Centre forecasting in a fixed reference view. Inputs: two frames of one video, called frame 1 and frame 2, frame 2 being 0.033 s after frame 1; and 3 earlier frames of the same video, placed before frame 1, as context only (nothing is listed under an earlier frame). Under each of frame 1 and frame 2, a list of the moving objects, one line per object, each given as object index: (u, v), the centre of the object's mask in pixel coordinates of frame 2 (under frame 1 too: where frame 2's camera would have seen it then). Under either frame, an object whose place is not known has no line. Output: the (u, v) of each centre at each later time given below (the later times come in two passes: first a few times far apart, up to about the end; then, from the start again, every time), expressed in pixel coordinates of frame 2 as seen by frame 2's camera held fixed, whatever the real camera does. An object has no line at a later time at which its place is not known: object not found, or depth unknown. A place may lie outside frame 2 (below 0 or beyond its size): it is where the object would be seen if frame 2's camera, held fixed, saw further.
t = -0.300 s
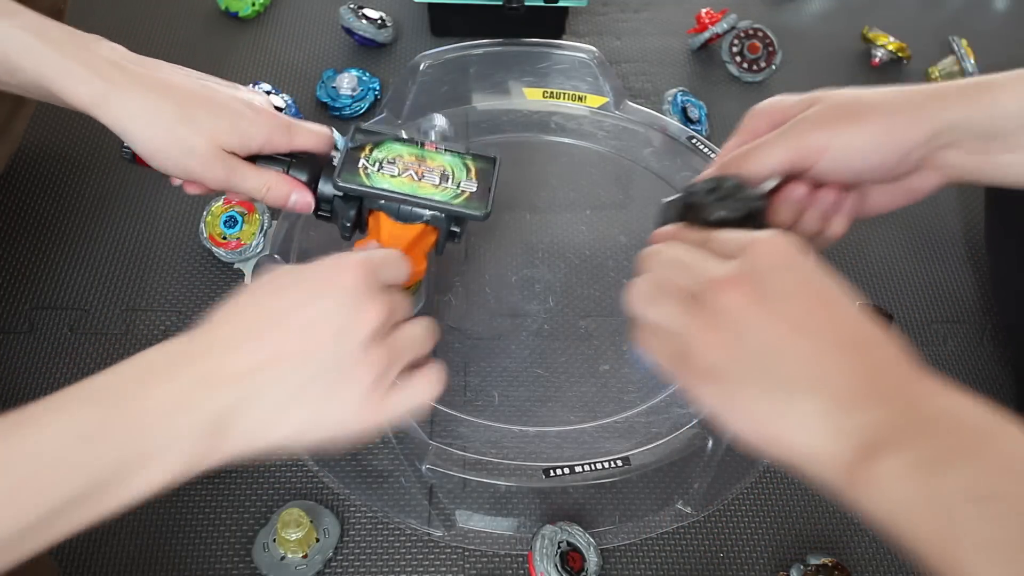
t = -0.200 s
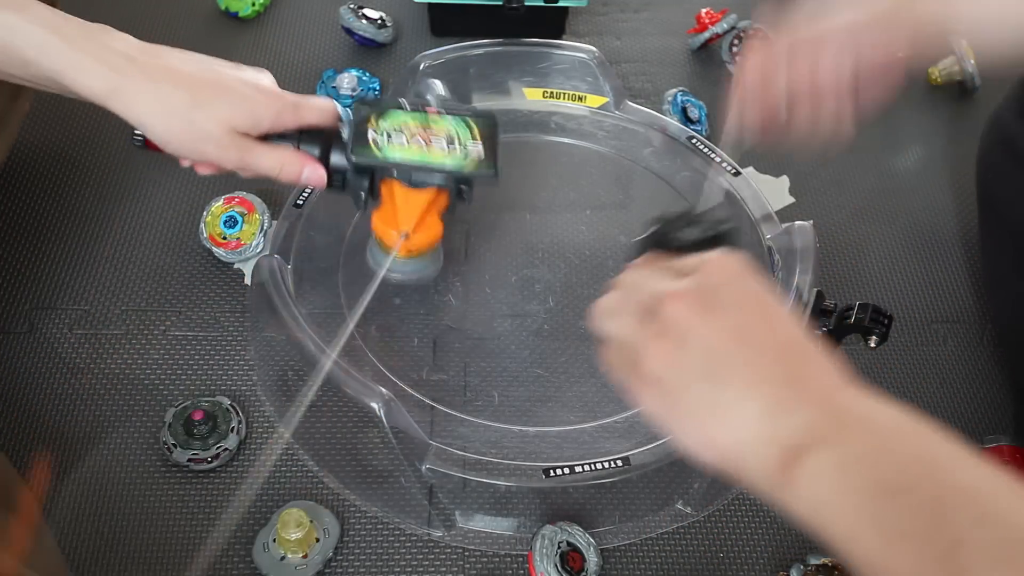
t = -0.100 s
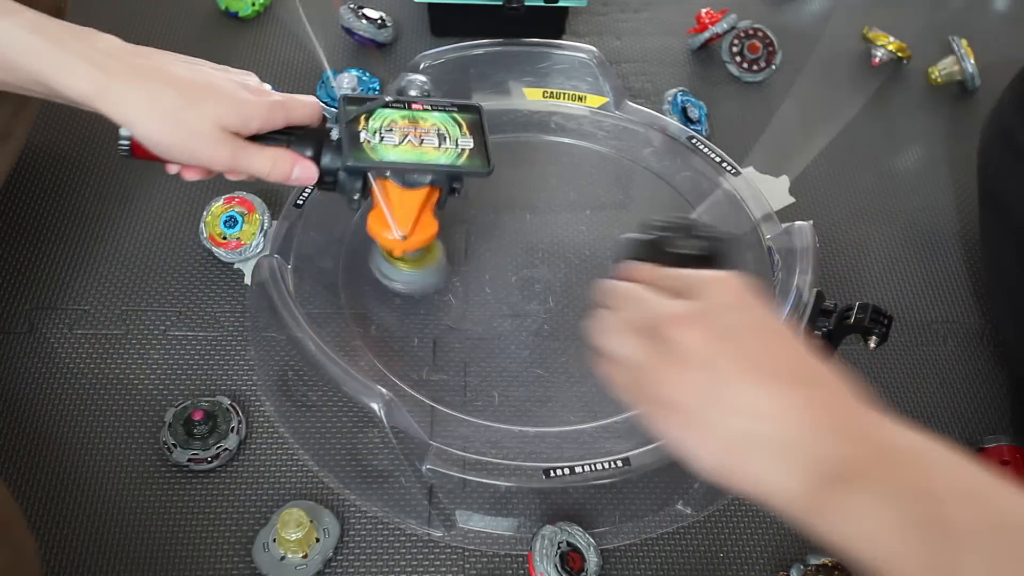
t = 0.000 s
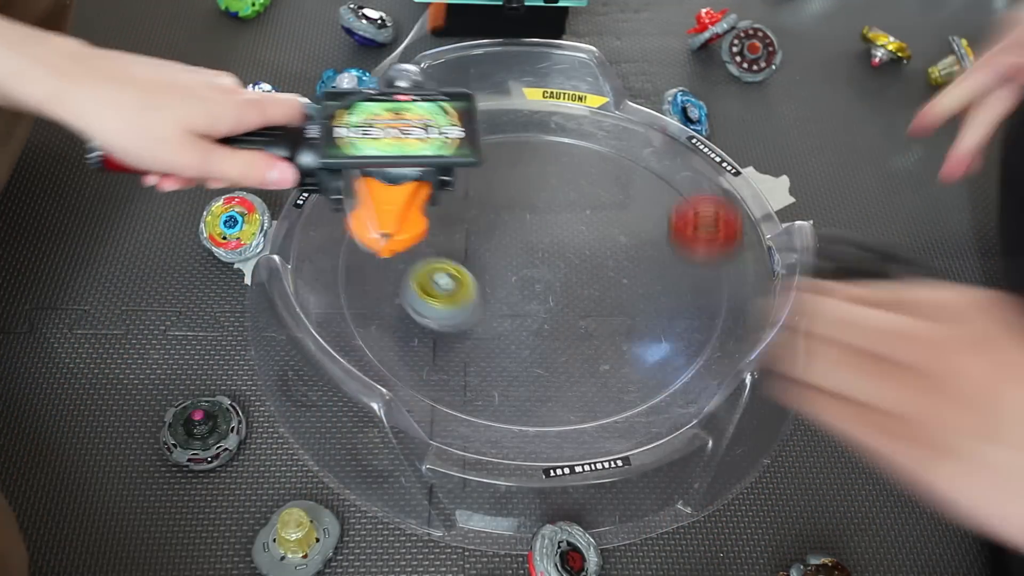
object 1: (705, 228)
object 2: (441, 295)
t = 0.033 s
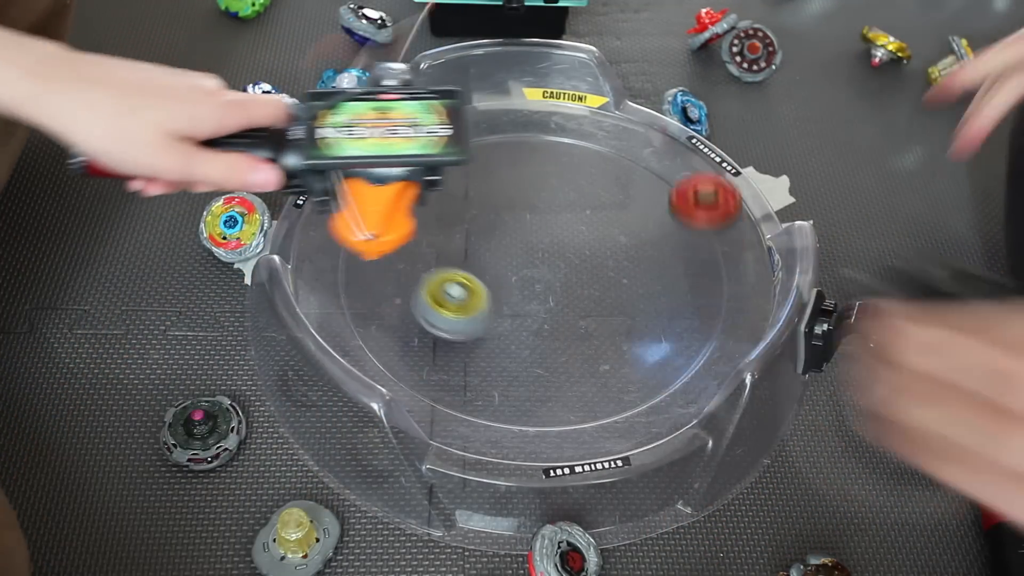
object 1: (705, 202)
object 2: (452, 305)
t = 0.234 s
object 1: (588, 155)
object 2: (542, 302)
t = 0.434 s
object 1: (394, 313)
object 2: (554, 231)
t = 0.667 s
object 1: (668, 414)
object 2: (463, 208)
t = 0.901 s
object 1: (578, 277)
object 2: (464, 284)
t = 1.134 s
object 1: (340, 240)
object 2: (582, 290)
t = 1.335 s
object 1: (409, 378)
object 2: (597, 216)
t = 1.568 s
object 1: (653, 314)
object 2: (498, 203)
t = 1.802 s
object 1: (497, 117)
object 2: (499, 297)
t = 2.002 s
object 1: (302, 227)
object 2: (605, 312)
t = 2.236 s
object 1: (479, 276)
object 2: (629, 235)
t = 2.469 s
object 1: (566, 266)
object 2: (535, 183)
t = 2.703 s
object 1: (546, 191)
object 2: (450, 262)
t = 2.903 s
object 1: (410, 195)
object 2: (520, 342)
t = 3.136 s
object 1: (533, 365)
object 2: (637, 304)
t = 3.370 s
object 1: (710, 223)
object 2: (585, 226)
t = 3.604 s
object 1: (460, 139)
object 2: (476, 247)
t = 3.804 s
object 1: (387, 301)
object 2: (472, 320)
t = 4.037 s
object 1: (619, 392)
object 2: (605, 309)
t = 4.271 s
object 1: (690, 210)
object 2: (589, 224)
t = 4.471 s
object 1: (509, 145)
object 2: (485, 229)
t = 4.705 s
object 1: (349, 276)
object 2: (469, 321)
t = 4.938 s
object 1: (601, 398)
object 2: (580, 337)
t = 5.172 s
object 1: (699, 229)
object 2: (595, 264)
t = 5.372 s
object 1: (527, 136)
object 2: (517, 232)
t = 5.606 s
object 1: (347, 256)
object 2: (451, 277)
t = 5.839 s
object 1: (557, 403)
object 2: (510, 324)
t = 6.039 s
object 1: (703, 286)
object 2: (566, 294)
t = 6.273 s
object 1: (572, 133)
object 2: (539, 238)
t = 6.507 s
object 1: (356, 216)
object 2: (481, 244)
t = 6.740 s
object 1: (490, 392)
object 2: (493, 288)
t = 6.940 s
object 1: (693, 322)
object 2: (548, 288)
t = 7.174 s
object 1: (637, 151)
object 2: (558, 248)
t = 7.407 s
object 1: (398, 167)
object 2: (517, 243)
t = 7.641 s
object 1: (410, 353)
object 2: (517, 281)
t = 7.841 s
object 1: (636, 382)
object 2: (563, 288)
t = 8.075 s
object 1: (698, 206)
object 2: (567, 258)
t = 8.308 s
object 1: (496, 130)
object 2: (526, 263)
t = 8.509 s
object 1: (360, 235)
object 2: (524, 292)
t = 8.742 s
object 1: (496, 402)
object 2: (562, 297)
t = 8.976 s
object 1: (715, 310)
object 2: (549, 269)
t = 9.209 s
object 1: (624, 156)
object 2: (511, 278)
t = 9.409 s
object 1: (434, 153)
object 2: (516, 298)
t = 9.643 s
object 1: (363, 318)
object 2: (545, 294)
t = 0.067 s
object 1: (702, 185)
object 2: (465, 311)
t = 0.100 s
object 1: (677, 154)
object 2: (481, 315)
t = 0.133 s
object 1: (649, 126)
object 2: (497, 316)
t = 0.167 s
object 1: (624, 115)
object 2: (514, 314)
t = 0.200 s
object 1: (608, 133)
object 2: (529, 310)
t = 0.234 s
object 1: (588, 155)
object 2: (542, 302)
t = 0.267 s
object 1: (558, 175)
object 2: (552, 293)
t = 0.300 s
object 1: (519, 194)
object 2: (560, 282)
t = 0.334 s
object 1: (479, 215)
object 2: (563, 269)
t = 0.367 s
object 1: (440, 243)
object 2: (564, 256)
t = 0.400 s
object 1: (411, 276)
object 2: (560, 243)
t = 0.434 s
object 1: (394, 313)
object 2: (554, 231)
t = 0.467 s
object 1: (391, 348)
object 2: (543, 220)
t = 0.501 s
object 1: (421, 377)
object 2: (532, 211)
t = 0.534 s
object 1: (460, 400)
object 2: (519, 205)
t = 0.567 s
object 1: (509, 417)
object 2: (504, 201)
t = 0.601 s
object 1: (561, 429)
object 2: (490, 200)
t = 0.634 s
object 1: (616, 430)
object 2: (476, 203)
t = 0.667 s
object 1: (668, 414)
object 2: (463, 208)
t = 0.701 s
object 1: (671, 387)
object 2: (454, 216)
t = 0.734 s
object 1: (662, 366)
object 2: (447, 226)
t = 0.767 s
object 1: (651, 356)
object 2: (443, 236)
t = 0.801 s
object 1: (640, 349)
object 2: (443, 249)
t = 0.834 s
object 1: (625, 322)
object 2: (447, 262)
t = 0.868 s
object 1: (605, 299)
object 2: (454, 273)
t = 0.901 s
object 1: (578, 277)
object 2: (464, 284)
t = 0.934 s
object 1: (547, 258)
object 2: (478, 293)
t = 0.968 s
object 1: (513, 242)
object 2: (493, 299)
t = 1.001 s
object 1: (476, 231)
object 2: (511, 304)
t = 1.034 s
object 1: (439, 226)
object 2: (530, 305)
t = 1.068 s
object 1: (403, 224)
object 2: (548, 303)
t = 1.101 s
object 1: (367, 230)
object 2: (567, 298)
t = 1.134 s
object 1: (340, 240)
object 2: (582, 290)
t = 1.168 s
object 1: (329, 258)
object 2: (594, 279)
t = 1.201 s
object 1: (333, 287)
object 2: (602, 267)
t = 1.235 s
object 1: (342, 311)
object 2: (607, 254)
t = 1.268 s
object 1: (358, 334)
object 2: (607, 241)
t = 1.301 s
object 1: (383, 356)
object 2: (604, 229)
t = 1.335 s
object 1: (409, 378)
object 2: (597, 216)
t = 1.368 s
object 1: (442, 395)
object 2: (588, 207)
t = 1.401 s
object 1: (484, 402)
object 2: (574, 198)
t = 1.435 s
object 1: (528, 401)
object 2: (560, 193)
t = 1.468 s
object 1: (571, 393)
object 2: (544, 191)
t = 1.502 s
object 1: (607, 374)
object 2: (528, 191)
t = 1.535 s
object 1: (635, 347)
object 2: (512, 196)
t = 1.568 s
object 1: (653, 314)
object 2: (498, 203)
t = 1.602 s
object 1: (659, 279)
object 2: (486, 213)
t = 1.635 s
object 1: (653, 242)
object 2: (478, 226)
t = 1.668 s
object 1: (637, 207)
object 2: (474, 239)
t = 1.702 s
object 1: (613, 177)
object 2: (474, 255)
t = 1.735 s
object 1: (581, 148)
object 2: (479, 270)
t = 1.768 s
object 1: (542, 126)
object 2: (487, 285)
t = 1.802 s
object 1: (497, 117)
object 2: (499, 297)
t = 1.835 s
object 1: (452, 120)
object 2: (514, 308)
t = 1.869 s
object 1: (415, 132)
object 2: (532, 315)
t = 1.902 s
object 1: (380, 156)
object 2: (550, 319)
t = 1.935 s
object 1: (349, 175)
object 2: (570, 320)
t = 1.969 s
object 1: (317, 201)
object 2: (588, 318)
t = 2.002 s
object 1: (302, 227)
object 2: (605, 312)
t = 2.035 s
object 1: (317, 225)
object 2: (620, 304)
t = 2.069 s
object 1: (342, 223)
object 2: (630, 295)
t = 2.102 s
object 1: (368, 233)
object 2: (638, 283)
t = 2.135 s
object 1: (395, 253)
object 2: (641, 271)
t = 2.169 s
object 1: (422, 258)
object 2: (641, 258)
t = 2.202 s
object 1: (450, 265)
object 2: (637, 246)
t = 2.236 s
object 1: (479, 276)
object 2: (629, 235)
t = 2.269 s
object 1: (508, 271)
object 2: (617, 225)
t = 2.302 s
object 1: (536, 266)
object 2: (603, 219)
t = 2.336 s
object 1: (553, 259)
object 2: (590, 211)
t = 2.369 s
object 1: (560, 257)
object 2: (579, 202)
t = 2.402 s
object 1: (565, 255)
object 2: (566, 197)
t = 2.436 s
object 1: (565, 262)
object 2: (551, 187)
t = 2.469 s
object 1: (566, 266)
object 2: (535, 183)
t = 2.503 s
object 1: (566, 266)
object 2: (517, 185)
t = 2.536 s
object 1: (567, 262)
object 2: (499, 191)
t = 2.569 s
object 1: (569, 253)
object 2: (483, 201)
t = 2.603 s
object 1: (569, 240)
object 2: (469, 214)
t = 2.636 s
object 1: (566, 224)
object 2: (459, 229)
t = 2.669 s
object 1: (559, 207)
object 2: (452, 245)
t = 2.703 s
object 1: (546, 191)
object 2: (450, 262)
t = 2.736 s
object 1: (528, 177)
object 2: (452, 280)
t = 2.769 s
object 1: (505, 168)
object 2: (458, 296)
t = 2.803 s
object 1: (480, 165)
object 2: (468, 311)
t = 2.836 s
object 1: (454, 167)
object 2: (482, 323)
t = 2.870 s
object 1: (431, 177)
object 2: (499, 334)
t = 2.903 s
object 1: (410, 195)
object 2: (520, 342)
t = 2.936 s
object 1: (396, 218)
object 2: (541, 346)
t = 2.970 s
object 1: (392, 246)
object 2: (562, 346)
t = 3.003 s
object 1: (399, 277)
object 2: (583, 343)
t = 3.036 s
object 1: (417, 308)
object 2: (601, 336)
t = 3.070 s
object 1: (448, 335)
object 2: (617, 328)
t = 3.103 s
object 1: (485, 354)
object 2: (629, 316)
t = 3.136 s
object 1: (533, 365)
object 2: (637, 304)
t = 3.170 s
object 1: (580, 366)
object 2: (640, 290)
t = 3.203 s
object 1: (624, 356)
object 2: (640, 277)
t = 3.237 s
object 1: (664, 338)
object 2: (636, 264)
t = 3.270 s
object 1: (697, 315)
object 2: (628, 252)
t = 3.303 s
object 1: (721, 286)
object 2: (616, 242)
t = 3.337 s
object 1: (719, 253)
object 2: (601, 232)
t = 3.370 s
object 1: (710, 223)
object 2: (585, 226)
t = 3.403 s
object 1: (688, 193)
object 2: (568, 222)
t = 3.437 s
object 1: (659, 167)
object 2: (551, 221)
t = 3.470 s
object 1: (625, 147)
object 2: (534, 222)
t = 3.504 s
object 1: (583, 134)
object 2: (517, 224)
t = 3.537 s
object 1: (538, 128)
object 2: (502, 230)
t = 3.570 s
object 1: (496, 130)
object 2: (488, 238)
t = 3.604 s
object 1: (460, 139)
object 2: (476, 247)
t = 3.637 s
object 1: (428, 154)
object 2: (466, 259)
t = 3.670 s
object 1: (402, 174)
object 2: (460, 271)
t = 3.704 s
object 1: (383, 200)
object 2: (458, 283)
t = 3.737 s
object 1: (373, 231)
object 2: (459, 296)
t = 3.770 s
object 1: (374, 266)
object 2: (464, 308)
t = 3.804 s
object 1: (387, 301)
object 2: (472, 320)
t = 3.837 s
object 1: (409, 335)
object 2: (485, 329)
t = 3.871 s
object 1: (426, 366)
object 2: (509, 334)
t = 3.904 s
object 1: (449, 386)
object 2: (538, 335)
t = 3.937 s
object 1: (487, 396)
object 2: (561, 333)
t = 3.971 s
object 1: (530, 405)
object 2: (581, 328)
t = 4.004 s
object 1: (575, 401)
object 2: (595, 319)
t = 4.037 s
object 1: (619, 392)
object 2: (605, 309)
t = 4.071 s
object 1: (657, 375)
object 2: (613, 297)
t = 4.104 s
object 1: (689, 350)
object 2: (618, 283)
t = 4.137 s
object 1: (708, 320)
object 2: (619, 270)
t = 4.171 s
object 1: (718, 289)
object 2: (616, 258)
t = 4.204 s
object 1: (716, 261)
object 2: (609, 245)
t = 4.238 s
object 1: (707, 233)
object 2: (600, 233)
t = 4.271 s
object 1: (690, 210)
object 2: (589, 224)
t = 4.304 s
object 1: (666, 190)
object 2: (575, 217)
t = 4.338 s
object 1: (637, 175)
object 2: (560, 211)
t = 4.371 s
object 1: (604, 166)
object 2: (544, 208)
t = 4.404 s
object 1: (570, 158)
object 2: (526, 211)
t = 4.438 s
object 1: (541, 148)
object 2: (504, 219)
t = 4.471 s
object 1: (509, 145)
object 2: (485, 229)
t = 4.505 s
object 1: (477, 148)
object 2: (471, 240)
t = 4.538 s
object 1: (445, 158)
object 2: (462, 253)
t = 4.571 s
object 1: (415, 173)
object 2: (455, 266)
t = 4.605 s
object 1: (388, 194)
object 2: (452, 281)
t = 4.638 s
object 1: (368, 218)
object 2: (454, 296)
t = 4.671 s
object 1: (354, 246)
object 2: (460, 309)
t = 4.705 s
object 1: (349, 276)
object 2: (469, 321)
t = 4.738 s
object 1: (360, 308)
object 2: (482, 332)
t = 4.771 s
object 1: (382, 342)
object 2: (498, 340)
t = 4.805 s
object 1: (418, 370)
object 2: (515, 345)
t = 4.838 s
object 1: (461, 391)
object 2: (532, 347)
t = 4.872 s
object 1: (509, 403)
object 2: (551, 347)
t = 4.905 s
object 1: (556, 405)
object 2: (566, 342)
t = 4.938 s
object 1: (601, 398)
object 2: (580, 337)
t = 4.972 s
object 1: (641, 385)
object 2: (591, 330)
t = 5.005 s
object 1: (674, 365)
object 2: (600, 321)
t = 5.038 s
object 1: (698, 340)
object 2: (605, 310)
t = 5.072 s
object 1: (711, 311)
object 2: (608, 298)
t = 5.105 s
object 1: (715, 284)
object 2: (607, 286)
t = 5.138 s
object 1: (711, 256)
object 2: (603, 275)
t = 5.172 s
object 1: (699, 229)
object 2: (595, 264)
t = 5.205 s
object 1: (681, 205)
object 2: (586, 255)
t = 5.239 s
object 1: (657, 183)
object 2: (574, 246)
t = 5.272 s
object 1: (630, 166)
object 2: (561, 240)
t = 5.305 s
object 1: (599, 151)
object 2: (547, 235)
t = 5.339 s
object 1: (563, 141)
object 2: (531, 233)
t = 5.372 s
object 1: (527, 136)
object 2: (517, 232)
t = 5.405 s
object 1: (490, 136)
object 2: (503, 234)
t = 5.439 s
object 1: (455, 140)
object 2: (489, 237)
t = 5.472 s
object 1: (423, 150)
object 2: (477, 243)
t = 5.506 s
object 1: (393, 167)
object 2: (467, 249)
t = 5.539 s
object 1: (371, 195)
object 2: (459, 258)
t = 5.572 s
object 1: (354, 222)
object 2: (453, 267)
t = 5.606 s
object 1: (347, 256)
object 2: (451, 277)
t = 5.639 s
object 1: (351, 289)
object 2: (452, 287)
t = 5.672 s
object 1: (367, 322)
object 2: (456, 298)
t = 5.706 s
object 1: (396, 353)
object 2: (464, 307)
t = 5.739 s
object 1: (430, 377)
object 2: (473, 314)
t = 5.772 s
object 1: (469, 393)
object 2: (484, 319)
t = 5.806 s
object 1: (513, 402)
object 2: (497, 323)
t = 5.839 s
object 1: (557, 403)
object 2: (510, 324)
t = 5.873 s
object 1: (598, 395)
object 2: (522, 324)
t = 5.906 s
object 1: (634, 381)
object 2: (534, 321)
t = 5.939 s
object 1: (662, 363)
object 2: (545, 317)
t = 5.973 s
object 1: (684, 340)
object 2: (554, 311)
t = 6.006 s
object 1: (697, 314)
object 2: (561, 303)
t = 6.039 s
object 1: (703, 286)
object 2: (566, 294)
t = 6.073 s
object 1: (702, 258)
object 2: (569, 285)
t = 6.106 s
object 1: (692, 230)
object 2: (569, 275)
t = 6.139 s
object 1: (677, 205)
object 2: (567, 266)
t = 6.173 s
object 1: (655, 181)
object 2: (562, 257)
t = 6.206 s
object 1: (632, 161)
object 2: (556, 250)
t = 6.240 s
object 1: (604, 145)
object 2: (548, 243)
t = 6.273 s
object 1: (572, 133)
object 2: (539, 238)
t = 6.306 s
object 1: (538, 124)
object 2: (530, 235)
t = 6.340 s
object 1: (500, 126)
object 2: (520, 233)
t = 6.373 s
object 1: (463, 133)
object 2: (511, 232)
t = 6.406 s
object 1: (429, 146)
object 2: (502, 233)
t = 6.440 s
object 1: (399, 165)
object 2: (494, 236)
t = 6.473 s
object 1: (373, 188)
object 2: (486, 239)
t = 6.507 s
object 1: (356, 216)
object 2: (481, 244)
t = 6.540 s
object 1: (348, 246)
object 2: (477, 250)
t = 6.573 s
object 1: (350, 278)
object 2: (475, 256)
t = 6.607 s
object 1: (362, 310)
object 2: (475, 262)
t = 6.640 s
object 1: (385, 340)
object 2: (476, 269)
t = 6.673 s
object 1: (414, 364)
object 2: (480, 276)
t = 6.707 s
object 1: (450, 381)
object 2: (485, 282)
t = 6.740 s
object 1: (490, 392)
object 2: (493, 288)
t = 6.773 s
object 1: (531, 396)
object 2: (502, 291)
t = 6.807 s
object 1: (573, 393)
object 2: (512, 294)
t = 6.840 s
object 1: (610, 384)
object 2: (521, 294)
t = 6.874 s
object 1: (644, 367)
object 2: (531, 293)
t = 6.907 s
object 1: (672, 346)
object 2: (539, 291)
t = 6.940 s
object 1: (693, 322)
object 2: (548, 288)
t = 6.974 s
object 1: (705, 296)
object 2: (555, 283)
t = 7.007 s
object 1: (710, 268)
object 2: (560, 278)
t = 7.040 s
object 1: (707, 241)
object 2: (562, 272)
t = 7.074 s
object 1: (699, 214)
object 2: (563, 266)
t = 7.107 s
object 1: (685, 190)
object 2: (563, 259)
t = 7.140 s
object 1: (665, 168)
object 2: (561, 253)
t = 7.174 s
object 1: (637, 151)
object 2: (558, 248)
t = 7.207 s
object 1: (606, 137)
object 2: (553, 244)
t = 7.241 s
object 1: (566, 129)
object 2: (547, 241)
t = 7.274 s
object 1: (529, 125)
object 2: (541, 239)
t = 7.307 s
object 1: (492, 128)
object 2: (534, 238)
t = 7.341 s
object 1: (457, 135)
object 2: (528, 239)
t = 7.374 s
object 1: (426, 148)
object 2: (522, 240)
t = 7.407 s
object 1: (398, 167)
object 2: (517, 243)
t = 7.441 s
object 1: (376, 189)
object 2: (512, 247)
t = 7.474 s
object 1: (361, 214)
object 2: (509, 252)
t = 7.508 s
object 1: (355, 242)
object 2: (507, 258)
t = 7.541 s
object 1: (356, 271)
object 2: (507, 264)
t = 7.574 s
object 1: (366, 300)
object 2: (509, 270)
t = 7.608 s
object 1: (384, 329)
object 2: (512, 276)
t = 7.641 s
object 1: (410, 353)
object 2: (517, 281)
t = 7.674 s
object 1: (443, 373)
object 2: (523, 285)
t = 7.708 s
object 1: (480, 388)
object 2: (531, 288)
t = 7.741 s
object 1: (521, 396)
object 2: (539, 291)
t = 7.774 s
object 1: (562, 397)
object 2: (547, 291)
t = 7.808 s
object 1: (600, 393)
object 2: (556, 290)
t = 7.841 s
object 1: (636, 382)
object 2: (563, 288)
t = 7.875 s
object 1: (669, 366)
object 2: (570, 284)
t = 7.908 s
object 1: (696, 344)
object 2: (573, 280)
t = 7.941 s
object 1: (712, 319)
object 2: (575, 275)
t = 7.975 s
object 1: (720, 289)
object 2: (575, 270)
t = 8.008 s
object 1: (720, 260)
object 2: (574, 266)
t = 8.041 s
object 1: (713, 232)
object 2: (571, 261)
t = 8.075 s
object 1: (698, 206)
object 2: (567, 258)
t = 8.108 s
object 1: (679, 183)
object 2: (562, 255)
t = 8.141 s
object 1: (653, 163)
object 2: (556, 254)
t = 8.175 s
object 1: (627, 148)
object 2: (549, 253)
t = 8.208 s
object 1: (596, 137)
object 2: (543, 254)
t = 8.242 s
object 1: (562, 130)
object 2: (537, 256)
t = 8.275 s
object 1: (529, 128)
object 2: (531, 259)
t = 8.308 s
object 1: (496, 130)
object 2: (526, 263)
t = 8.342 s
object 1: (465, 137)
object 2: (522, 267)
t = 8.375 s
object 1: (436, 150)
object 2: (520, 272)
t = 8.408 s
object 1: (410, 166)
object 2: (518, 277)
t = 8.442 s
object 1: (388, 186)
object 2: (519, 282)
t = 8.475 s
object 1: (371, 209)
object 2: (521, 287)
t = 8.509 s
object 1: (360, 235)
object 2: (524, 292)
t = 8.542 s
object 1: (355, 263)
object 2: (529, 296)
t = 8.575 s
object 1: (359, 292)
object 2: (534, 299)
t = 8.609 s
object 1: (370, 320)
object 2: (540, 301)
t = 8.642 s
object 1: (390, 348)
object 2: (546, 302)
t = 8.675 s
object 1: (419, 371)
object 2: (552, 302)
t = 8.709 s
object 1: (454, 389)
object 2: (557, 300)
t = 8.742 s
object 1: (496, 402)
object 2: (562, 297)
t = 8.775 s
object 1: (541, 406)
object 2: (565, 294)
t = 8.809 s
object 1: (582, 403)
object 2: (567, 289)
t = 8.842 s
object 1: (621, 394)
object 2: (567, 284)
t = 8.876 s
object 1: (655, 378)
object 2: (565, 280)
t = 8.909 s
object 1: (683, 358)
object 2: (561, 275)
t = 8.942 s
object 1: (704, 335)
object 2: (556, 272)
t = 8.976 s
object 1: (715, 310)
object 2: (549, 269)
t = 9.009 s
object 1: (720, 282)
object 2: (542, 268)
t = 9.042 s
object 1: (716, 256)
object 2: (537, 268)
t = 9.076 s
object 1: (707, 230)
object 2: (531, 268)
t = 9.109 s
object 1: (692, 207)
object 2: (525, 270)
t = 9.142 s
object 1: (672, 187)
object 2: (519, 272)
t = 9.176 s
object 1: (648, 169)
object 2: (514, 275)
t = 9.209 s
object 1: (624, 156)
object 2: (511, 278)
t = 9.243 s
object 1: (593, 145)
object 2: (509, 282)
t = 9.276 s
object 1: (560, 137)
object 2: (508, 286)
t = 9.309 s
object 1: (527, 135)
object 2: (509, 290)
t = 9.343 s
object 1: (494, 136)
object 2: (510, 293)
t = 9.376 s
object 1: (463, 143)
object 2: (513, 296)
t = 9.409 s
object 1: (434, 153)
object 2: (516, 298)
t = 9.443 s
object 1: (406, 167)
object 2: (520, 300)
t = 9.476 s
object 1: (383, 185)
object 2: (525, 301)
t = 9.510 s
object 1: (364, 206)
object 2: (530, 302)
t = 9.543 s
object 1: (351, 231)
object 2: (534, 301)
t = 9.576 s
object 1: (346, 258)
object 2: (538, 300)
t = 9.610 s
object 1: (351, 289)
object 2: (542, 297)
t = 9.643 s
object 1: (363, 318)
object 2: (545, 294)
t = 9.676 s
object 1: (387, 346)
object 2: (546, 289)
